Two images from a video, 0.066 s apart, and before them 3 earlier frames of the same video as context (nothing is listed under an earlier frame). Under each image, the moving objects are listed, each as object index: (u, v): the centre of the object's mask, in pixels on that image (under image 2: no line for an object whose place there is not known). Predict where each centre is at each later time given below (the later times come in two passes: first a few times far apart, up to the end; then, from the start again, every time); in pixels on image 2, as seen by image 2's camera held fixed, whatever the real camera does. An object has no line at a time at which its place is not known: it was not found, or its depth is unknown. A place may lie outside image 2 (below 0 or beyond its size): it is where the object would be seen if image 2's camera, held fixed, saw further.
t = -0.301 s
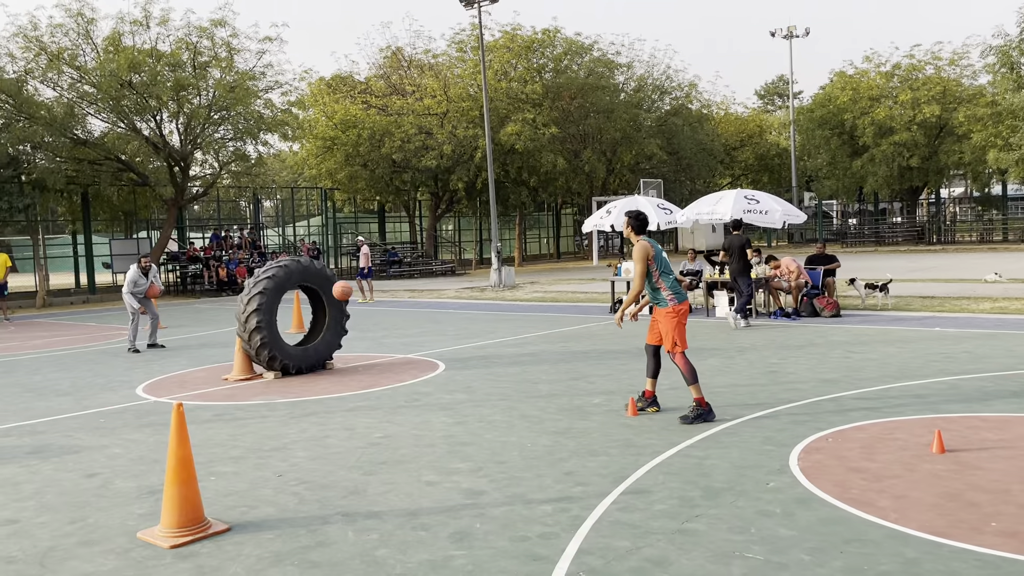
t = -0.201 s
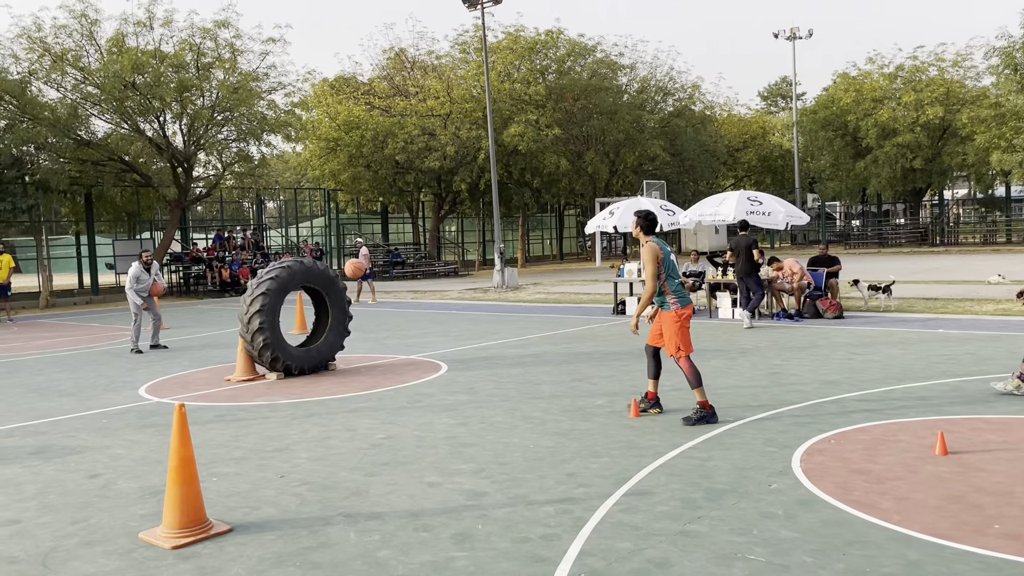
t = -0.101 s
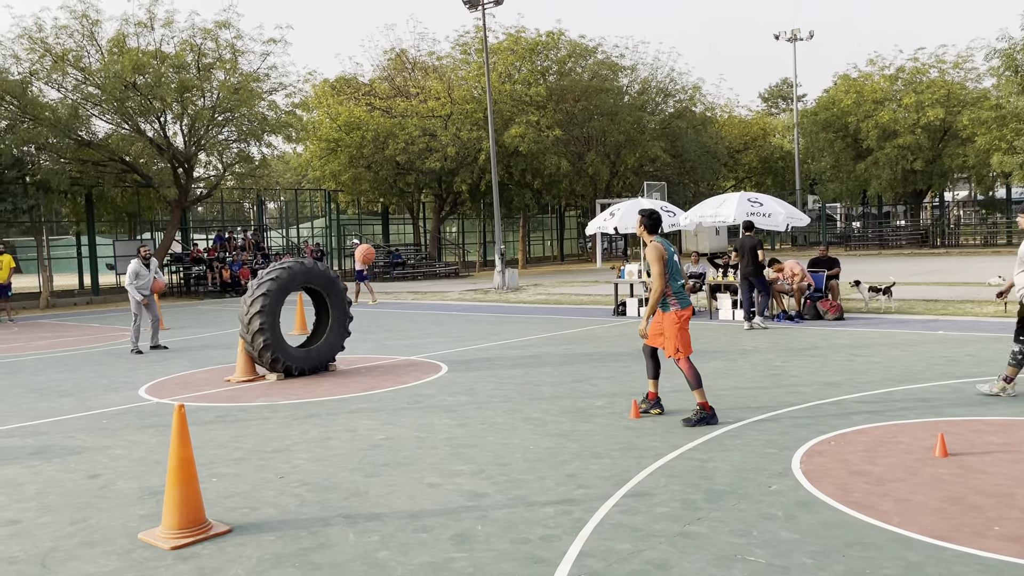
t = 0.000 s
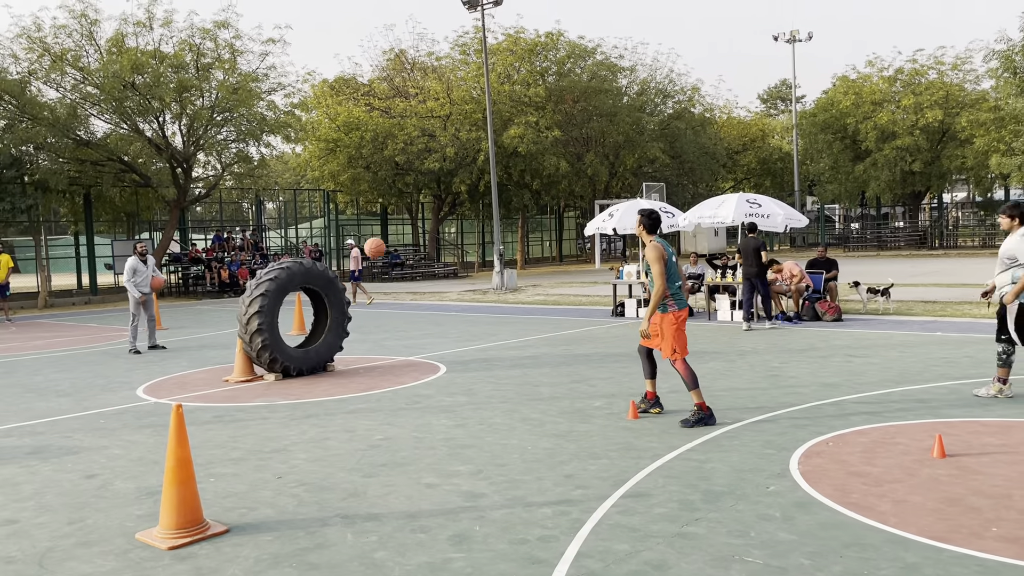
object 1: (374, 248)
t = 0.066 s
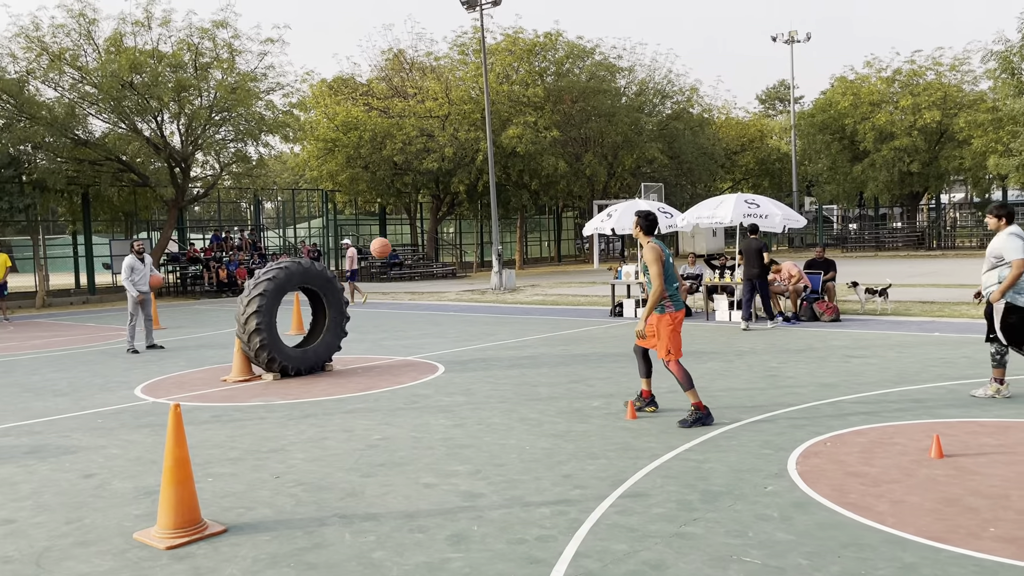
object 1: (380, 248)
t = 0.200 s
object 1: (396, 259)
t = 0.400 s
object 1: (421, 307)
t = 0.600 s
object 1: (447, 366)
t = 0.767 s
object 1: (467, 313)
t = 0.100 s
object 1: (384, 249)
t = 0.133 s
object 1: (388, 251)
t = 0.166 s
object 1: (392, 255)
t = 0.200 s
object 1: (396, 259)
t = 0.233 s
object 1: (400, 265)
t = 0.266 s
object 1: (404, 271)
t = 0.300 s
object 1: (408, 278)
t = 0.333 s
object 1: (413, 287)
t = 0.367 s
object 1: (417, 296)
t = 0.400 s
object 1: (421, 307)
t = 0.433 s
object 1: (426, 318)
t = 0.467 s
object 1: (430, 330)
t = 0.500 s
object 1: (435, 343)
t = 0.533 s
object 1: (439, 358)
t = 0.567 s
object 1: (444, 374)
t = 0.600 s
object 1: (447, 366)
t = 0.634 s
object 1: (451, 353)
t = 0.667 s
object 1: (455, 341)
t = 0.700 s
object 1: (459, 331)
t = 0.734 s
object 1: (463, 321)
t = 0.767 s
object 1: (467, 313)
